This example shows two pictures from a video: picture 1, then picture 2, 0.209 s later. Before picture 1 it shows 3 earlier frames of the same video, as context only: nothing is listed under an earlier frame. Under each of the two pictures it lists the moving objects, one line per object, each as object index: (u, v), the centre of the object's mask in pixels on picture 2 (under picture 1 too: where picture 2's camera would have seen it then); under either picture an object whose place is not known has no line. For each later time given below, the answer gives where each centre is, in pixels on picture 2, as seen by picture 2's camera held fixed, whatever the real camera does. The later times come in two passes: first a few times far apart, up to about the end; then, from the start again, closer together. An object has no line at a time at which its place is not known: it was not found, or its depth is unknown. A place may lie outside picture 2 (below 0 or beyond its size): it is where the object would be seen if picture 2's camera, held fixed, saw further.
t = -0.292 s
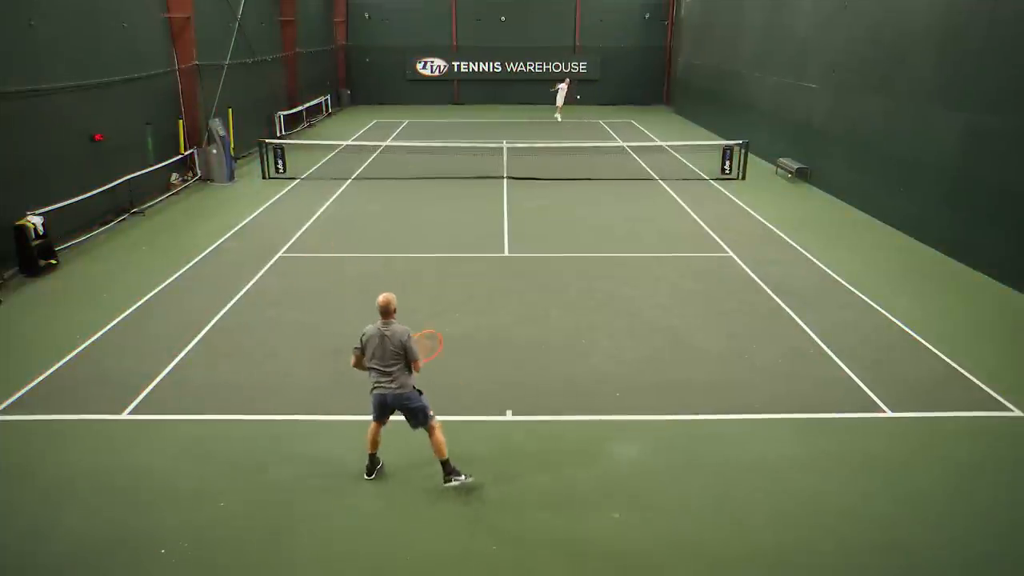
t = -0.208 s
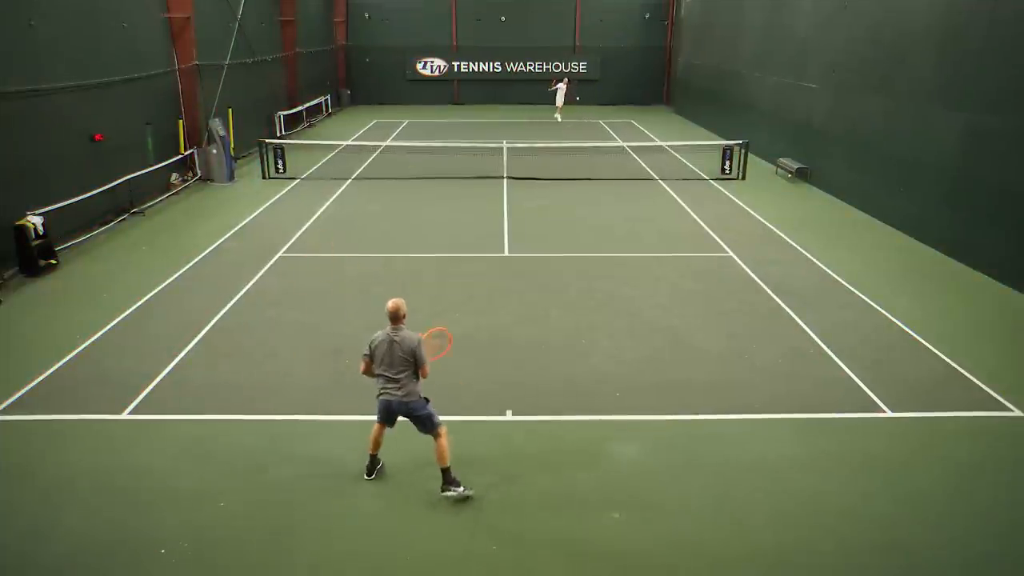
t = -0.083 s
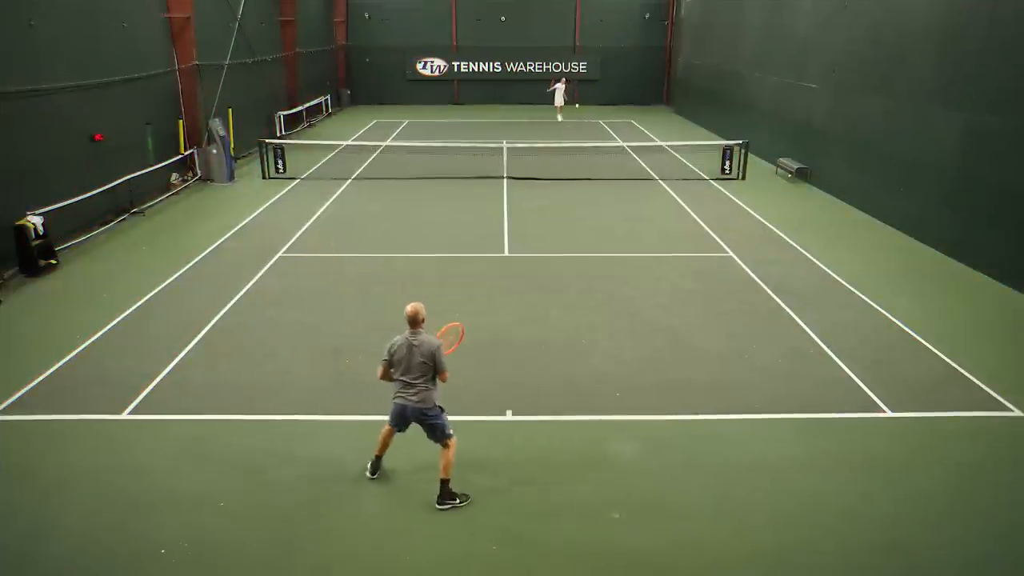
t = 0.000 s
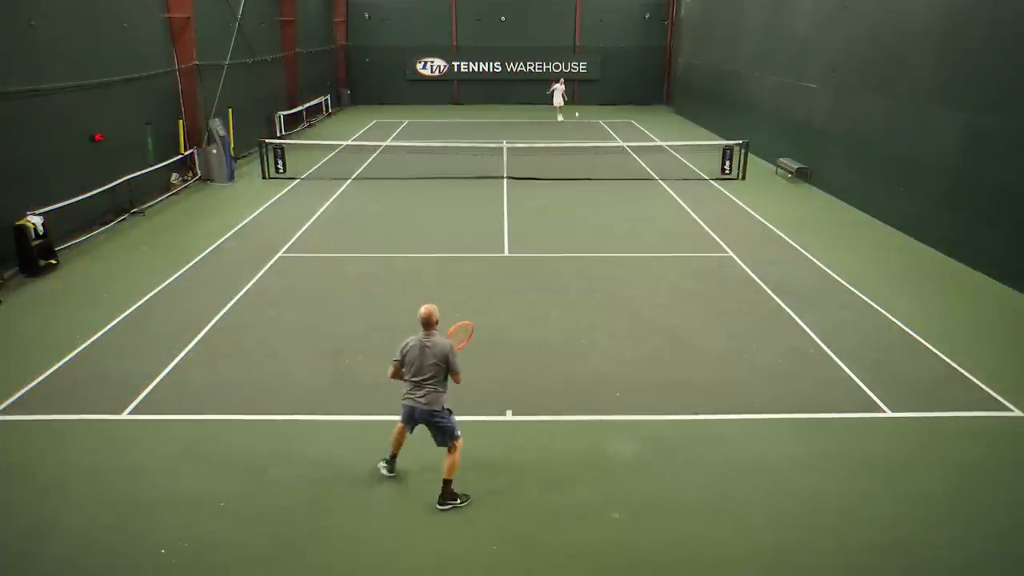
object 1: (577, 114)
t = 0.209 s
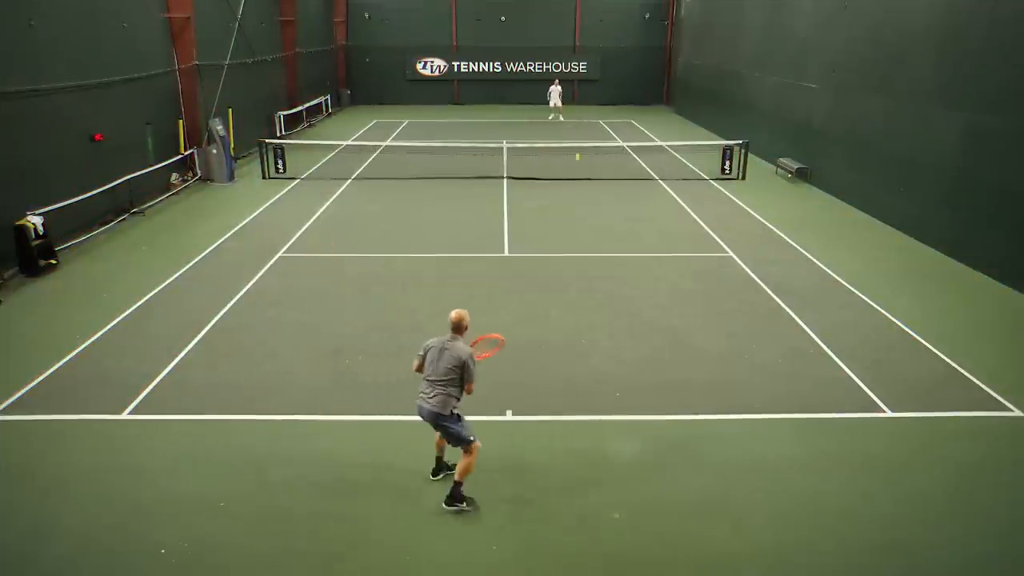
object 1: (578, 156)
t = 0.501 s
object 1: (582, 295)
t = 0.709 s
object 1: (590, 295)
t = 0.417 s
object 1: (580, 245)
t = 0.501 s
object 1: (582, 295)
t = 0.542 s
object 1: (584, 293)
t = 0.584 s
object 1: (586, 291)
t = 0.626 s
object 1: (587, 291)
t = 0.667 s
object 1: (589, 292)
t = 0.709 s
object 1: (590, 295)
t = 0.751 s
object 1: (592, 299)
